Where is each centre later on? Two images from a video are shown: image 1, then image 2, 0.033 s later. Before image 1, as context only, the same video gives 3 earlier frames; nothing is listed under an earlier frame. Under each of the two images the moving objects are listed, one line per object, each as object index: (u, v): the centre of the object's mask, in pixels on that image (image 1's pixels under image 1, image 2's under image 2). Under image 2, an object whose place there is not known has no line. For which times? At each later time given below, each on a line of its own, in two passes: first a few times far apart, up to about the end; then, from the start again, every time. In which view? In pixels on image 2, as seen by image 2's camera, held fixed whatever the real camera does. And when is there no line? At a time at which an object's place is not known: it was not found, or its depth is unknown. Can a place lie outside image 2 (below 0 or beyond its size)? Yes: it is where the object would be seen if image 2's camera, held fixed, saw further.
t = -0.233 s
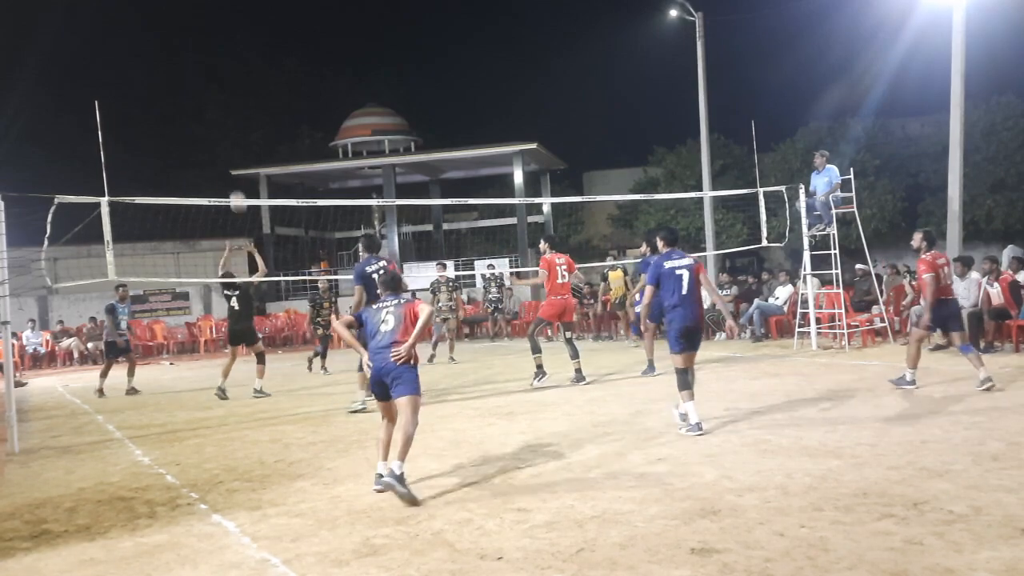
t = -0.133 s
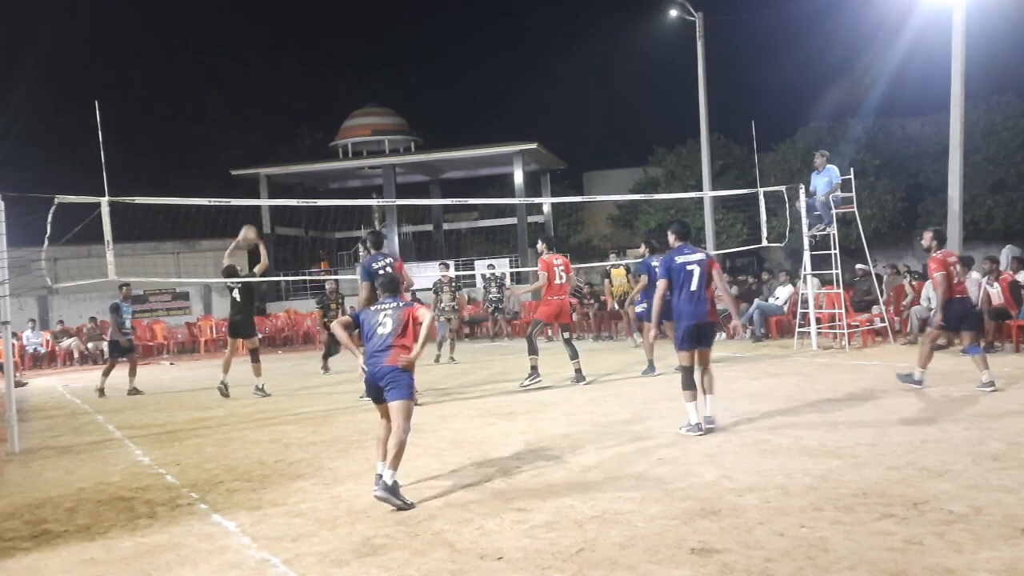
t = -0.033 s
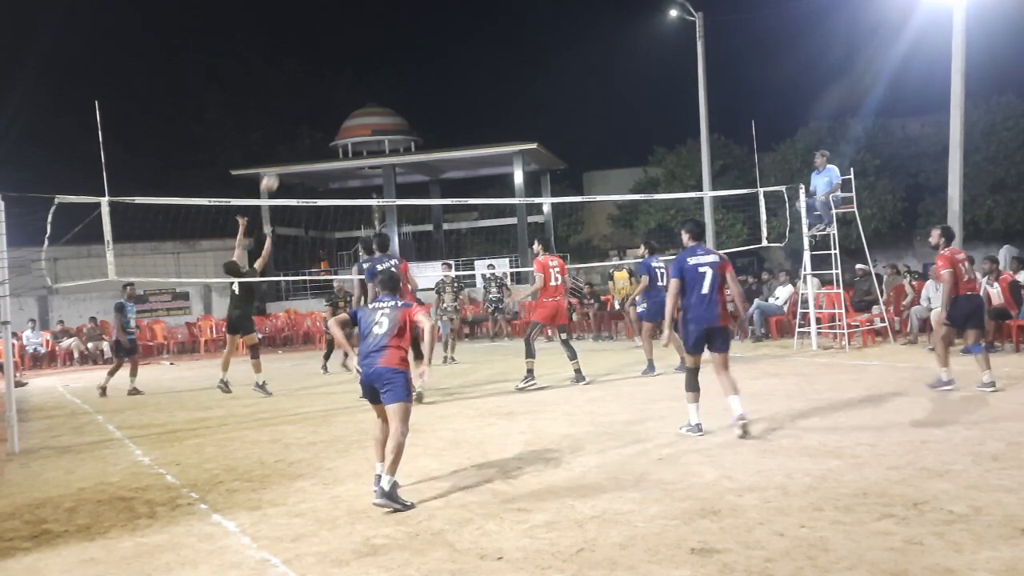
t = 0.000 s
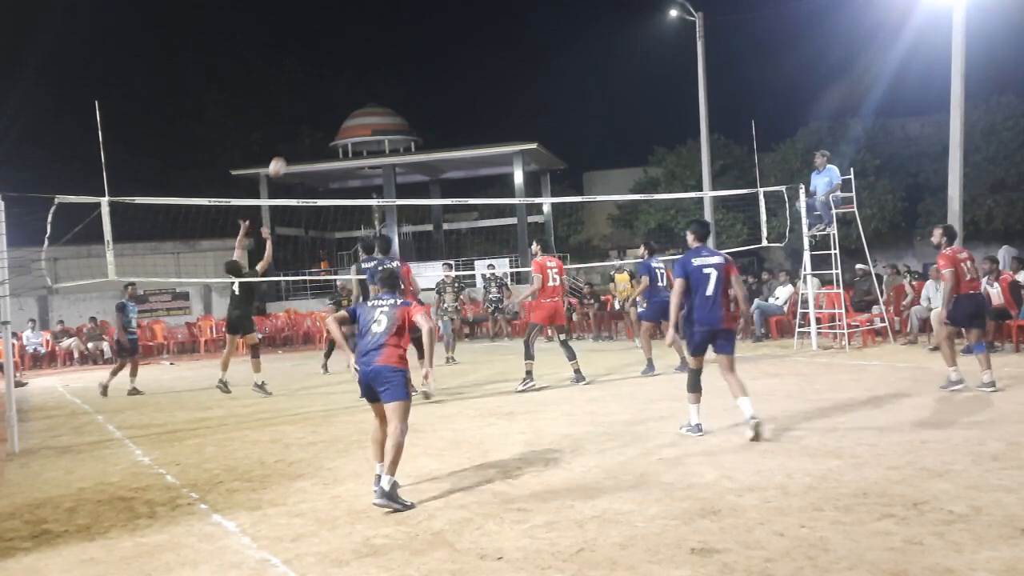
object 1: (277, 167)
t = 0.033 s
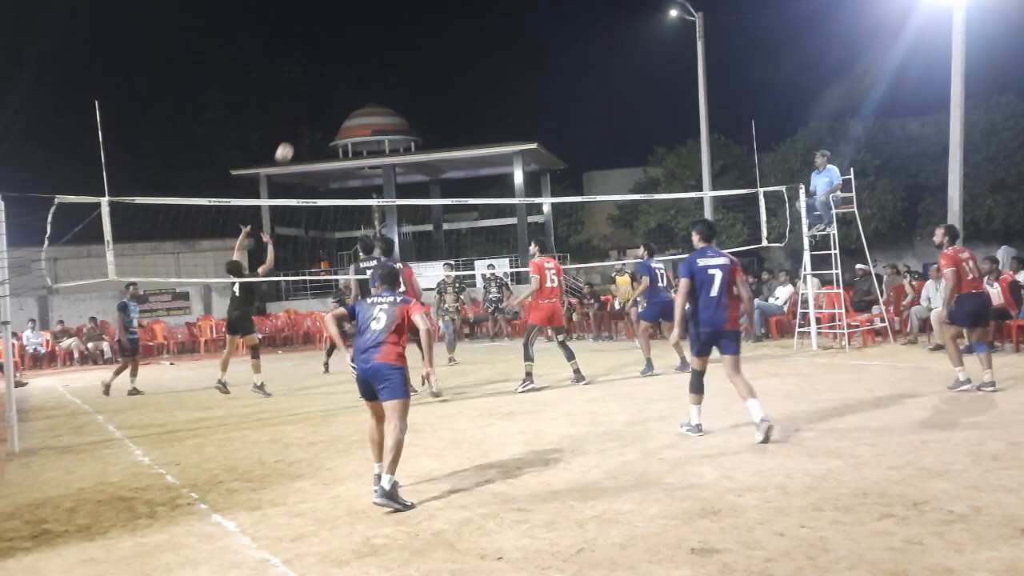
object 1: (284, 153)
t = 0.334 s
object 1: (347, 60)
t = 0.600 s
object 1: (400, 34)
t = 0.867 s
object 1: (453, 55)
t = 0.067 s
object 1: (291, 139)
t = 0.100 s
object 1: (298, 126)
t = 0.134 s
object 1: (305, 114)
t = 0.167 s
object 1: (312, 103)
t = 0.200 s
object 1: (319, 93)
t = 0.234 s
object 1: (326, 83)
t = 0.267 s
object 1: (333, 75)
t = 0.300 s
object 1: (340, 67)
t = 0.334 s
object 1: (347, 60)
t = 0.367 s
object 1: (353, 54)
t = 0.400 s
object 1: (360, 49)
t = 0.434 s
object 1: (366, 44)
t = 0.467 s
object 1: (373, 41)
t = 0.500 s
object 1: (380, 38)
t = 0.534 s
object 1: (386, 36)
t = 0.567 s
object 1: (393, 34)
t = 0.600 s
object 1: (400, 34)
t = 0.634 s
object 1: (406, 34)
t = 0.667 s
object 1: (413, 35)
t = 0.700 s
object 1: (420, 36)
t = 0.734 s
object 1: (426, 38)
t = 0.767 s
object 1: (433, 42)
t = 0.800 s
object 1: (439, 45)
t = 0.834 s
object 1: (446, 50)
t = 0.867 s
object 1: (453, 55)
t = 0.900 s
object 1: (459, 61)
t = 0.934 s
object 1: (465, 67)
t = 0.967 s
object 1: (472, 75)
